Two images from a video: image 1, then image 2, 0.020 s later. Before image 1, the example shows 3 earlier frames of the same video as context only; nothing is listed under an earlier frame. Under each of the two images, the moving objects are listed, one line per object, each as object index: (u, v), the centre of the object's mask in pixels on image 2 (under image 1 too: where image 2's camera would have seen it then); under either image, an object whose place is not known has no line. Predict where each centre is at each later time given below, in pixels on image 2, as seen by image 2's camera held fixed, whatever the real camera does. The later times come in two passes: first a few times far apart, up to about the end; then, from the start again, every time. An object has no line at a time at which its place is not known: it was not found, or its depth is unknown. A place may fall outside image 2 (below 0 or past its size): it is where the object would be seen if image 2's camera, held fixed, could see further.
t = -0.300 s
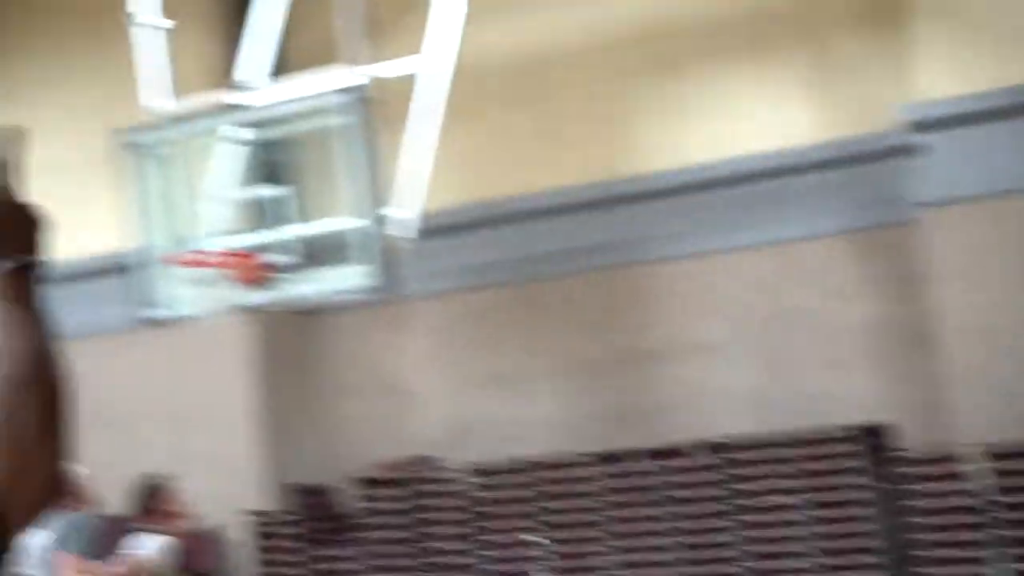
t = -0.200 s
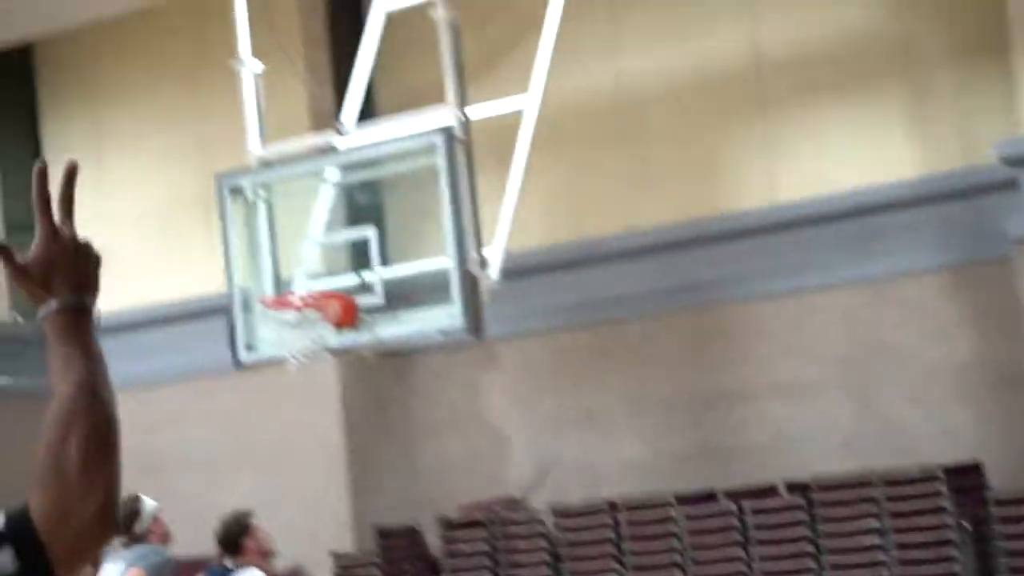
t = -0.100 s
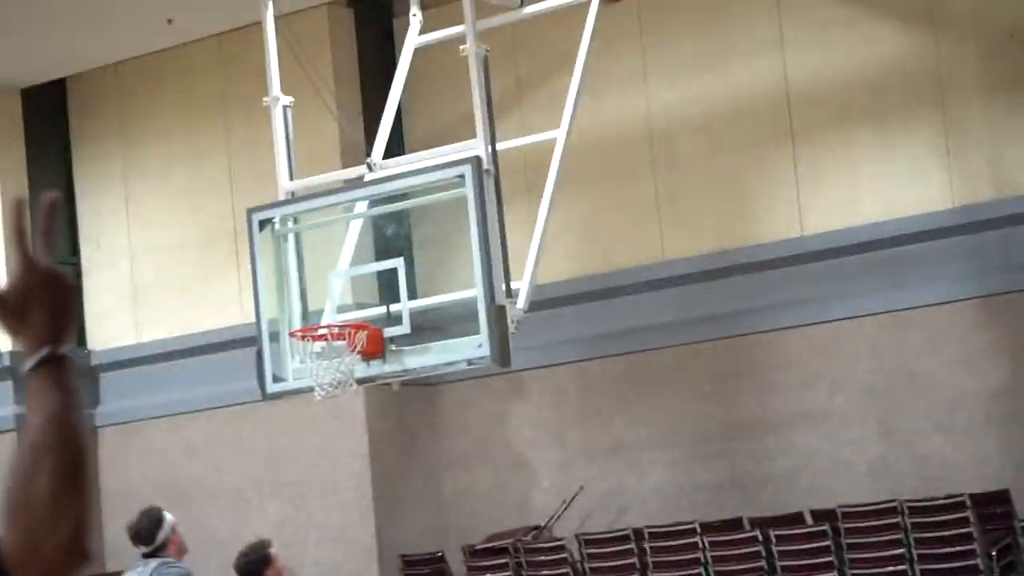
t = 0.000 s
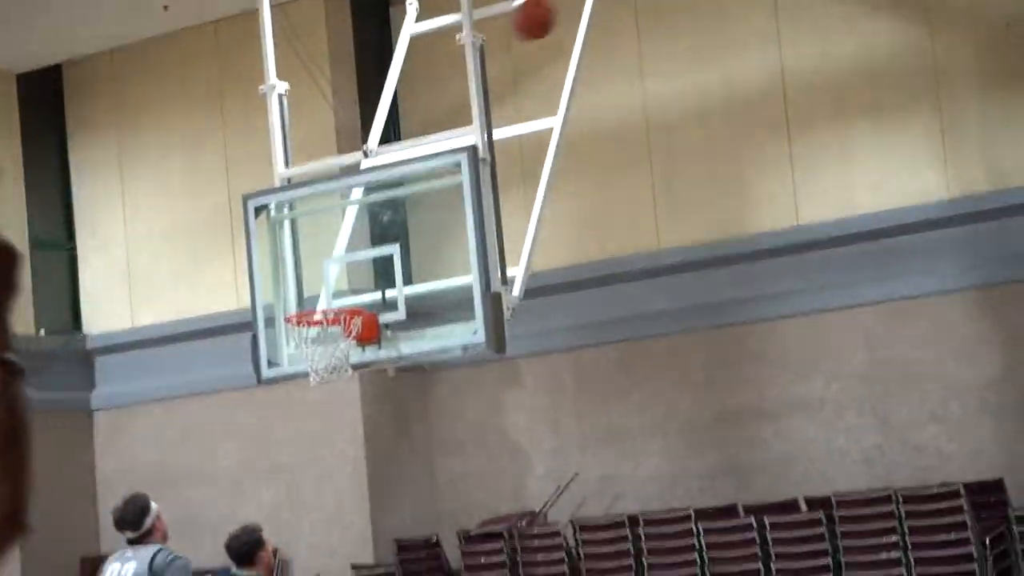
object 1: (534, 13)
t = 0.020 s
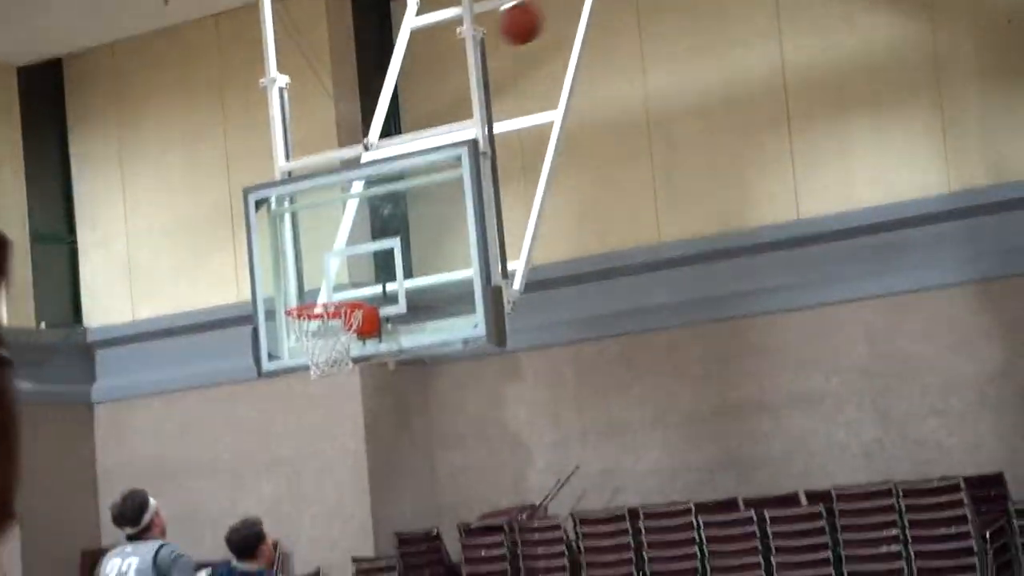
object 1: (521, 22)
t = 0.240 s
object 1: (381, 181)
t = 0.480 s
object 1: (353, 353)
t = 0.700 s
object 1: (392, 389)
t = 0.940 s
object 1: (439, 522)
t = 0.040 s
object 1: (506, 34)
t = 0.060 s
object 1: (493, 46)
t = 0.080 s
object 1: (479, 58)
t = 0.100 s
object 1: (465, 73)
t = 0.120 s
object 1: (452, 86)
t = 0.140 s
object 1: (440, 101)
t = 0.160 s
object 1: (428, 114)
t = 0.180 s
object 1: (415, 129)
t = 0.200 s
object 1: (404, 145)
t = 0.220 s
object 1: (392, 166)
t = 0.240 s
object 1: (381, 181)
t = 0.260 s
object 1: (370, 198)
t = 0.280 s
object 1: (358, 215)
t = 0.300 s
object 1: (346, 233)
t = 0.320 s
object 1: (335, 252)
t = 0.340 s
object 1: (324, 271)
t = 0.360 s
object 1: (313, 289)
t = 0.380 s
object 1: (306, 309)
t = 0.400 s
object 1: (313, 323)
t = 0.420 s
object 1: (324, 330)
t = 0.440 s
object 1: (338, 344)
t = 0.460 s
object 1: (347, 351)
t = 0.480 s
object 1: (353, 353)
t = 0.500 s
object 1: (357, 355)
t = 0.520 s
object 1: (361, 357)
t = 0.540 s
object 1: (364, 357)
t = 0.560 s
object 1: (368, 359)
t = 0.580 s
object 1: (371, 361)
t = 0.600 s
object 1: (374, 364)
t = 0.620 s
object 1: (377, 367)
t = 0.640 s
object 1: (381, 372)
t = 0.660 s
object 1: (385, 377)
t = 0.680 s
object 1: (388, 382)
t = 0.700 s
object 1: (392, 389)
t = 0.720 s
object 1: (395, 396)
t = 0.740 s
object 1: (399, 403)
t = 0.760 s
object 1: (403, 411)
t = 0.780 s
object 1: (407, 420)
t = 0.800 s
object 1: (411, 430)
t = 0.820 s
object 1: (415, 440)
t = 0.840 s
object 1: (418, 452)
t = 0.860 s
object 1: (422, 464)
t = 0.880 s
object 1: (426, 476)
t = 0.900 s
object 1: (429, 489)
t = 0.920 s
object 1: (434, 505)
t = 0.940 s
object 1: (439, 522)
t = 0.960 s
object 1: (444, 541)
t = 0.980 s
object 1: (447, 557)
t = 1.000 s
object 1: (451, 571)
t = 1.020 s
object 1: (456, 589)
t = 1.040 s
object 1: (461, 607)
